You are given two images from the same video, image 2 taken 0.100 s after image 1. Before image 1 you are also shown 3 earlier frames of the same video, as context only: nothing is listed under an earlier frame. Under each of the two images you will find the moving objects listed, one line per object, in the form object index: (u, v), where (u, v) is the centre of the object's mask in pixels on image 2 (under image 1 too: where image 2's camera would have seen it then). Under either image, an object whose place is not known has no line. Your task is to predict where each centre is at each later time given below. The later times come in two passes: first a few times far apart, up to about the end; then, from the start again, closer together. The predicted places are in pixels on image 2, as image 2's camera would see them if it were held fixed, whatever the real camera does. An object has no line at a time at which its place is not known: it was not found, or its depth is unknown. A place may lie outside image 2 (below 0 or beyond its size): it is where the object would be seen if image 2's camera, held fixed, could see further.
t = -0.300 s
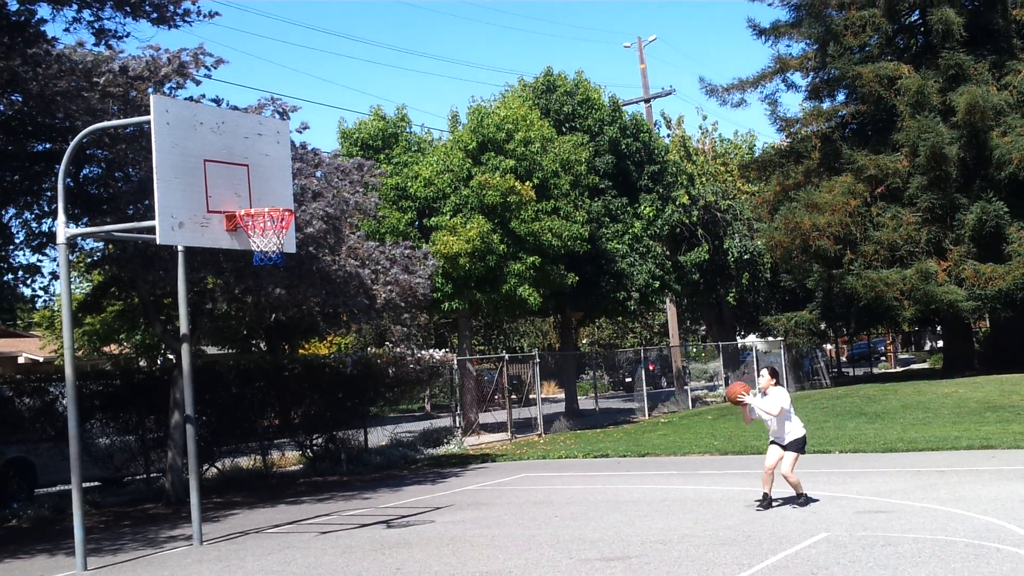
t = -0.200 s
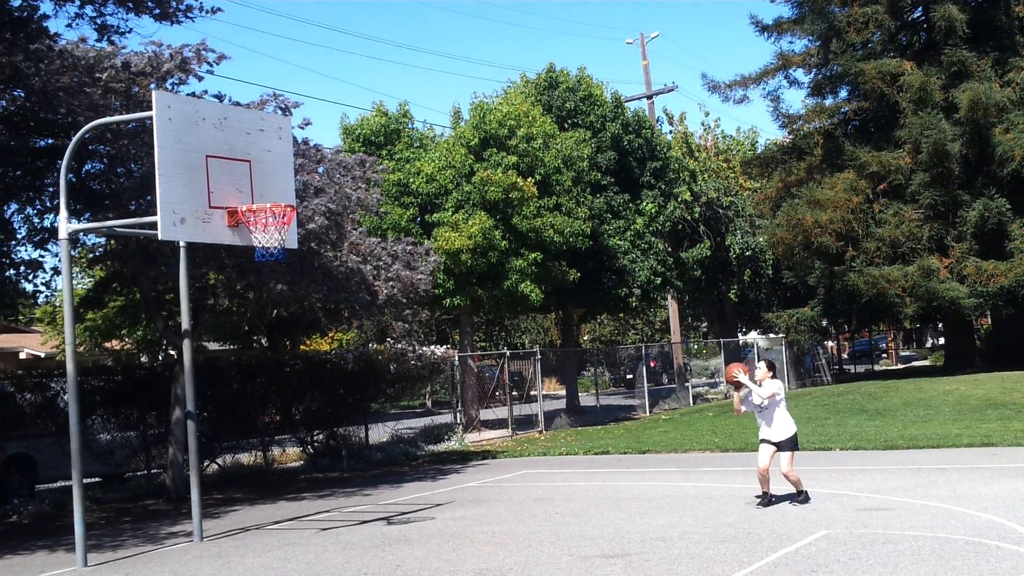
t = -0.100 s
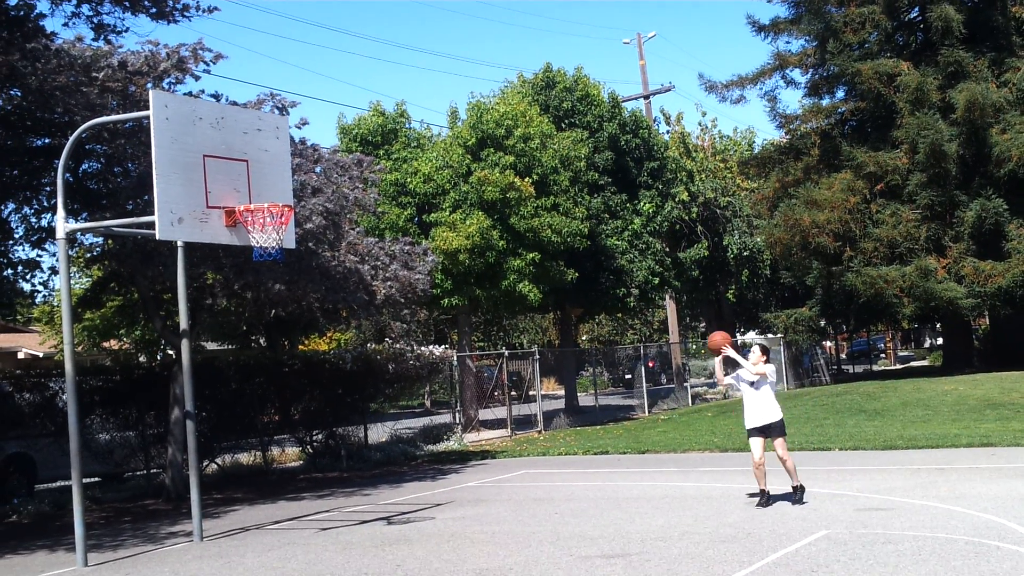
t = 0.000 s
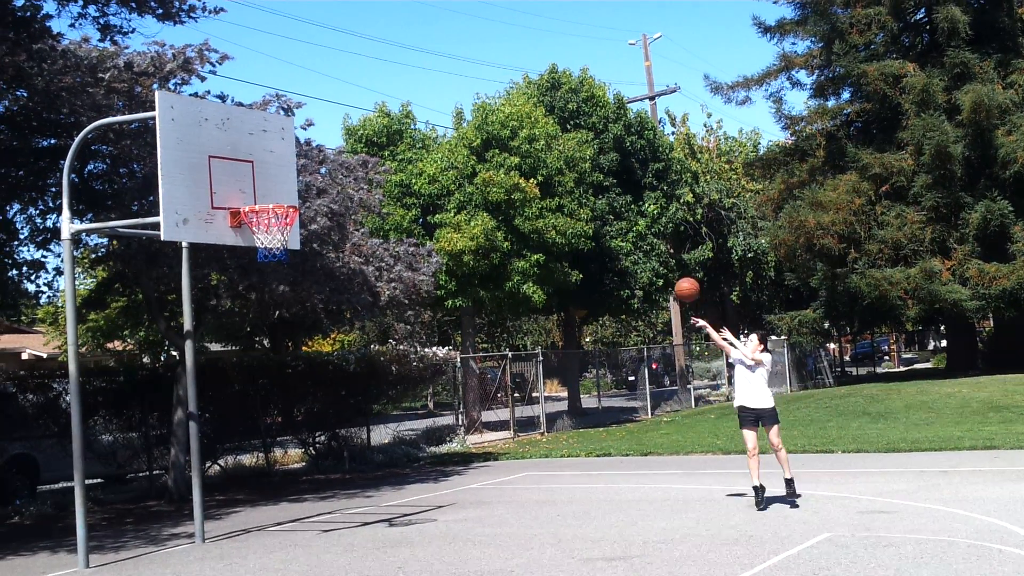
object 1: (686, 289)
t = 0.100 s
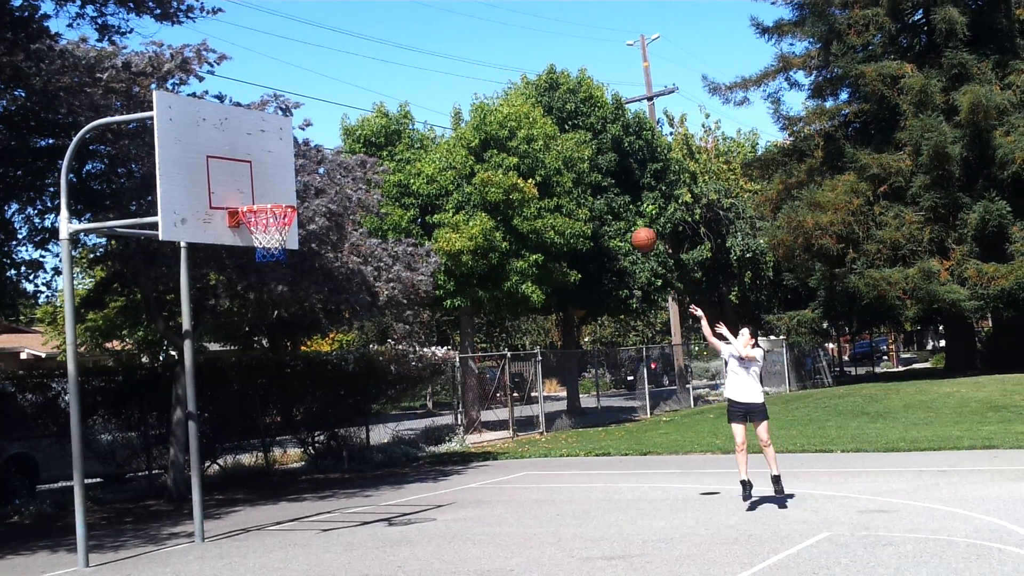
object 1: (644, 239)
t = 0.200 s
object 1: (602, 198)
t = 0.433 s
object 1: (503, 137)
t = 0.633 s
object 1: (416, 127)
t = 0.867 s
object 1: (311, 171)
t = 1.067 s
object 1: (255, 248)
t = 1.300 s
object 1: (256, 303)
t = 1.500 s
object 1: (258, 406)
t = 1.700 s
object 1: (264, 526)
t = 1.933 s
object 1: (288, 408)
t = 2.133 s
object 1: (309, 353)
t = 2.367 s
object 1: (338, 341)
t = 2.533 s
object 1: (357, 366)
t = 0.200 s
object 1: (602, 198)
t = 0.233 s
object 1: (588, 186)
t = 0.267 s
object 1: (574, 175)
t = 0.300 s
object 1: (560, 165)
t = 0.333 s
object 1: (546, 156)
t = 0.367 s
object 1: (531, 148)
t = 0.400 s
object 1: (517, 141)
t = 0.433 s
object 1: (503, 137)
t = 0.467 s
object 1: (489, 131)
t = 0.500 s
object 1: (474, 128)
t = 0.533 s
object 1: (459, 126)
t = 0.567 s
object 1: (445, 125)
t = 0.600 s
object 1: (430, 125)
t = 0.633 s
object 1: (416, 127)
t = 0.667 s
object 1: (401, 129)
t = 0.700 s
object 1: (387, 133)
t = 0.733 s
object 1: (372, 138)
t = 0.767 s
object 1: (357, 144)
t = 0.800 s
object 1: (342, 152)
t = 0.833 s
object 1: (327, 161)
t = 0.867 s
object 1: (311, 171)
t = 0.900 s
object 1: (296, 183)
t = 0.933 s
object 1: (280, 194)
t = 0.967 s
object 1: (266, 211)
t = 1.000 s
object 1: (259, 224)
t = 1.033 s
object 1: (259, 229)
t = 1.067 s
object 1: (255, 248)
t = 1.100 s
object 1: (255, 248)
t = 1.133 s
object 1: (254, 252)
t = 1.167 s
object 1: (253, 260)
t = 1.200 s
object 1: (254, 268)
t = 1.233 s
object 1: (254, 278)
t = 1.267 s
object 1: (255, 290)
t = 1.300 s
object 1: (256, 303)
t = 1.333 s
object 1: (256, 317)
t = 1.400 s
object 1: (257, 349)
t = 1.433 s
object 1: (257, 368)
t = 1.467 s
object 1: (258, 387)
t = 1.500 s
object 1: (258, 406)
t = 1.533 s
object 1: (259, 427)
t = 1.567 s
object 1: (260, 449)
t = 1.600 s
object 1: (260, 473)
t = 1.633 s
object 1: (261, 497)
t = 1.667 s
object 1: (262, 524)
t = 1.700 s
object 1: (264, 526)
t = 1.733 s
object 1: (268, 505)
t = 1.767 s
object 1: (271, 487)
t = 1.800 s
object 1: (274, 468)
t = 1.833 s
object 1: (277, 451)
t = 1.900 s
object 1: (285, 421)
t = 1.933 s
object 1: (288, 408)
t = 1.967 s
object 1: (291, 396)
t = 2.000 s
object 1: (295, 385)
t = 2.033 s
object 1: (298, 375)
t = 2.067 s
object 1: (301, 366)
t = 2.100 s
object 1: (306, 359)
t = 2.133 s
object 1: (309, 353)
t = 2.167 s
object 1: (314, 348)
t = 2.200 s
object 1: (317, 344)
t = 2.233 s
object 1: (321, 342)
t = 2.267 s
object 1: (325, 340)
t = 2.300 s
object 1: (329, 339)
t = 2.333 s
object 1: (333, 339)
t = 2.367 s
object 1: (338, 341)
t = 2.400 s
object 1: (341, 343)
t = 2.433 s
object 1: (346, 347)
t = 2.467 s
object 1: (349, 352)
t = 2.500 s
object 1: (354, 359)
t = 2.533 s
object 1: (357, 366)
